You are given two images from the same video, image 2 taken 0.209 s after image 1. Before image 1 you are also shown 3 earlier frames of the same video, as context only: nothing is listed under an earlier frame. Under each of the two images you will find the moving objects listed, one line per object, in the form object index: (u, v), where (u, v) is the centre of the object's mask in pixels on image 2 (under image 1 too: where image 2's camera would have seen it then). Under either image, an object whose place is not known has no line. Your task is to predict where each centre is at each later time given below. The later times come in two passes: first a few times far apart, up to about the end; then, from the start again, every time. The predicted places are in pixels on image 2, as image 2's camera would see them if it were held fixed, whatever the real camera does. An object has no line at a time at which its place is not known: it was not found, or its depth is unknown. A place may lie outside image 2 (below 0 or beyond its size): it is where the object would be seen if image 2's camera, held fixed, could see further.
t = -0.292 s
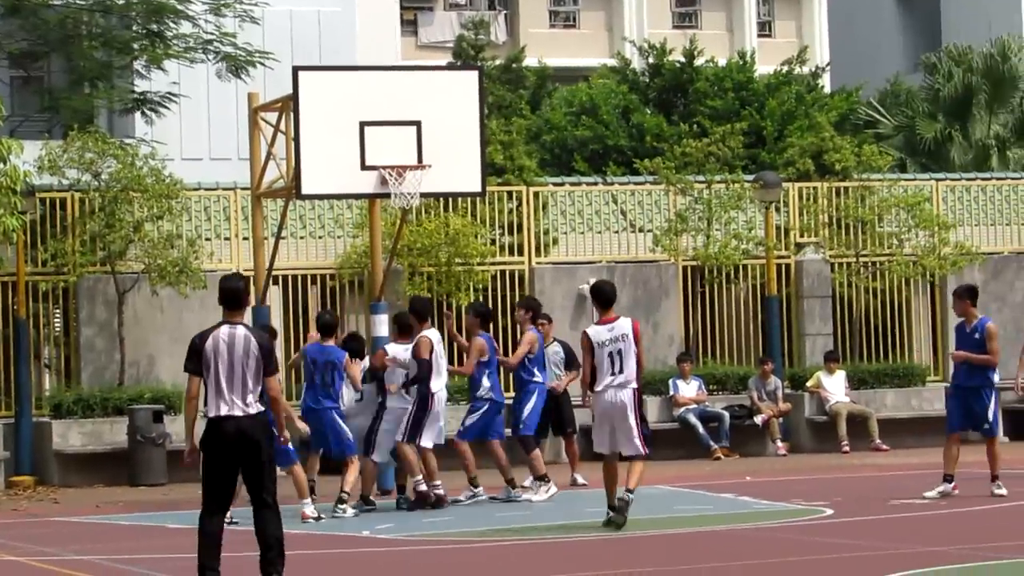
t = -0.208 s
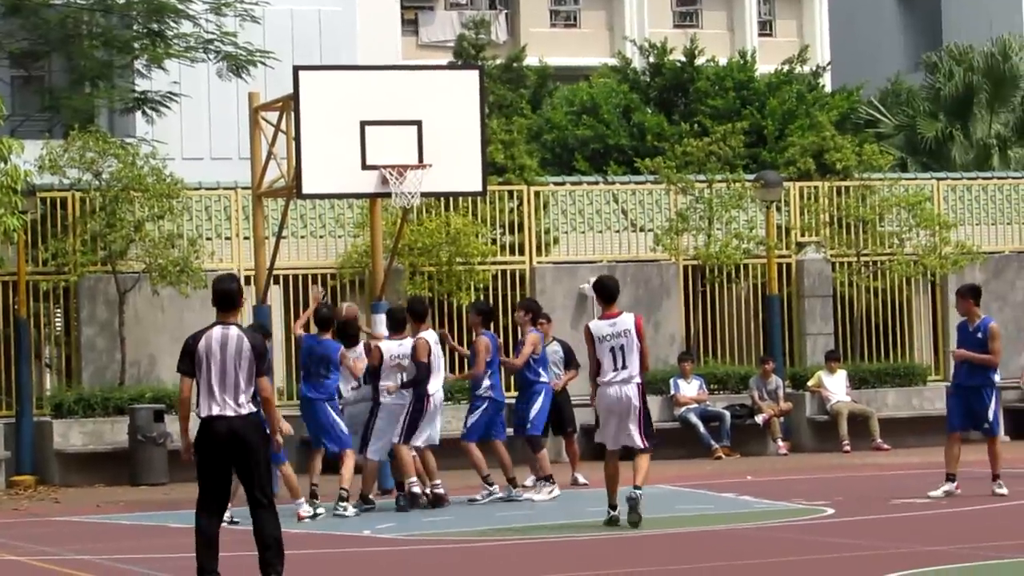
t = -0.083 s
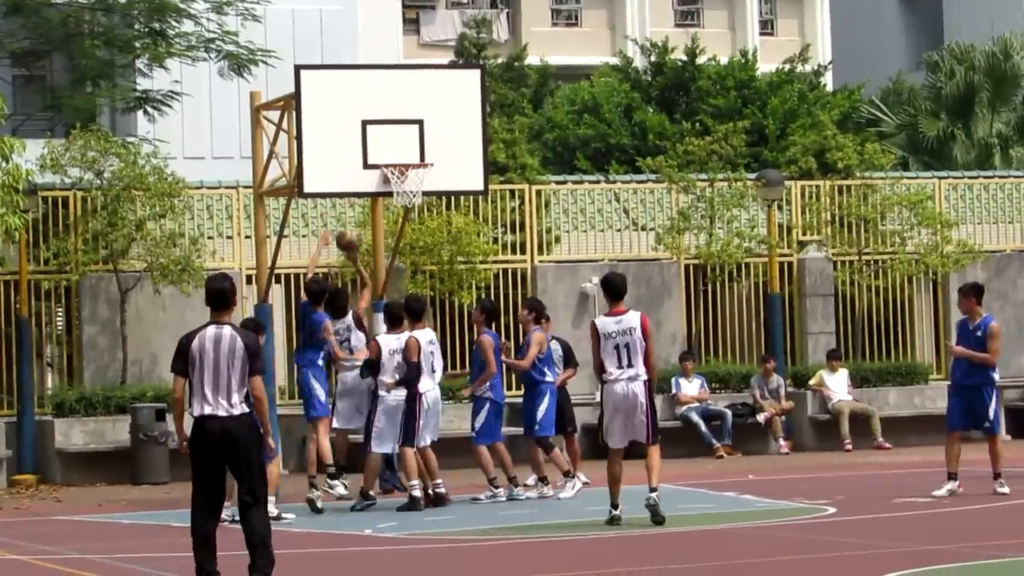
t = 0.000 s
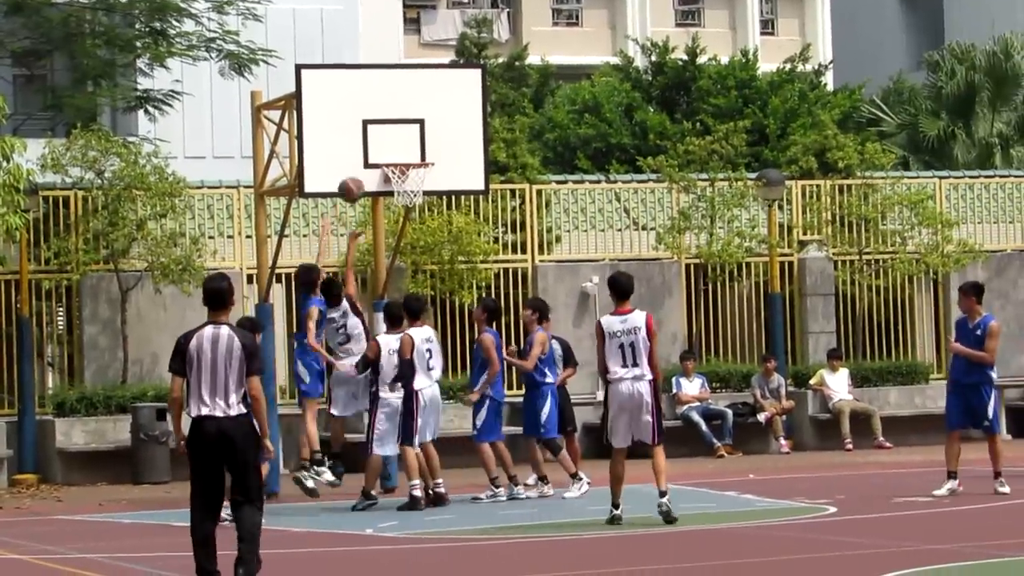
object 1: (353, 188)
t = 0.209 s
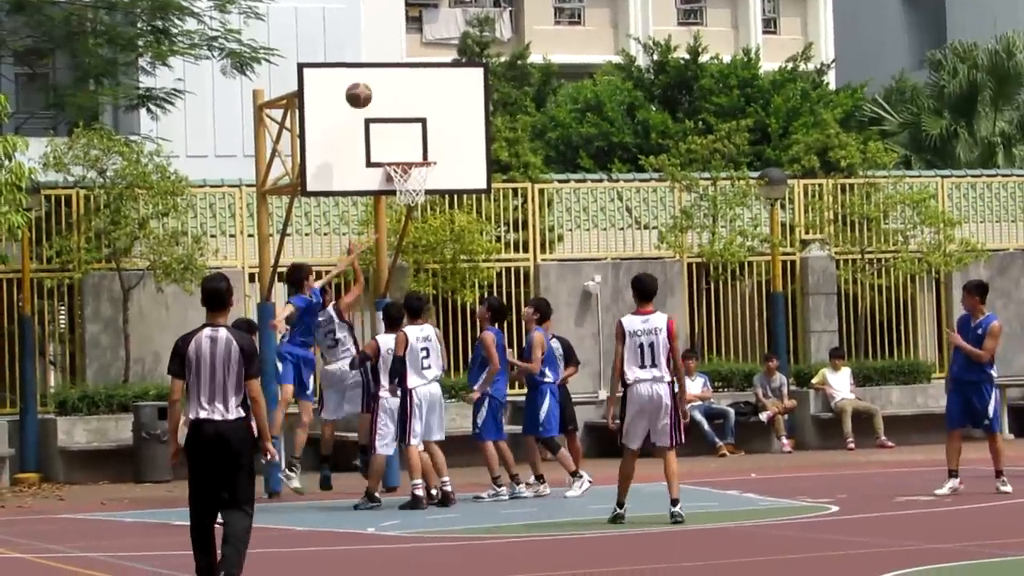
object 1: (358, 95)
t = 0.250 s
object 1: (360, 82)
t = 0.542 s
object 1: (370, 43)
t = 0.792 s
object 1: (381, 83)
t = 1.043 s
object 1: (408, 144)
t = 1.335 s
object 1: (483, 168)
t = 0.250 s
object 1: (360, 82)
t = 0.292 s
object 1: (361, 71)
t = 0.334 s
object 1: (362, 61)
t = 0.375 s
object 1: (364, 53)
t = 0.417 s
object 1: (365, 48)
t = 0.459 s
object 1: (367, 44)
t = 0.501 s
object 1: (368, 43)
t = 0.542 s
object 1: (370, 43)
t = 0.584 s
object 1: (372, 45)
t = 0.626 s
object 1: (373, 49)
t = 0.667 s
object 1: (375, 53)
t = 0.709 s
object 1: (377, 62)
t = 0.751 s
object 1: (379, 71)
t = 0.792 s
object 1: (381, 83)
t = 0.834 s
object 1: (382, 96)
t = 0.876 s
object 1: (385, 111)
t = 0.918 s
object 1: (387, 129)
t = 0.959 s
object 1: (389, 147)
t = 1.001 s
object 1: (397, 148)
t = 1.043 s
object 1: (408, 144)
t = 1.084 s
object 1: (419, 142)
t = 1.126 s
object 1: (429, 142)
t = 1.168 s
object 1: (440, 143)
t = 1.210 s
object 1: (451, 147)
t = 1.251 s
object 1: (462, 152)
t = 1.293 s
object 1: (472, 159)
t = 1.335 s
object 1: (483, 168)
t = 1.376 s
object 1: (494, 179)
